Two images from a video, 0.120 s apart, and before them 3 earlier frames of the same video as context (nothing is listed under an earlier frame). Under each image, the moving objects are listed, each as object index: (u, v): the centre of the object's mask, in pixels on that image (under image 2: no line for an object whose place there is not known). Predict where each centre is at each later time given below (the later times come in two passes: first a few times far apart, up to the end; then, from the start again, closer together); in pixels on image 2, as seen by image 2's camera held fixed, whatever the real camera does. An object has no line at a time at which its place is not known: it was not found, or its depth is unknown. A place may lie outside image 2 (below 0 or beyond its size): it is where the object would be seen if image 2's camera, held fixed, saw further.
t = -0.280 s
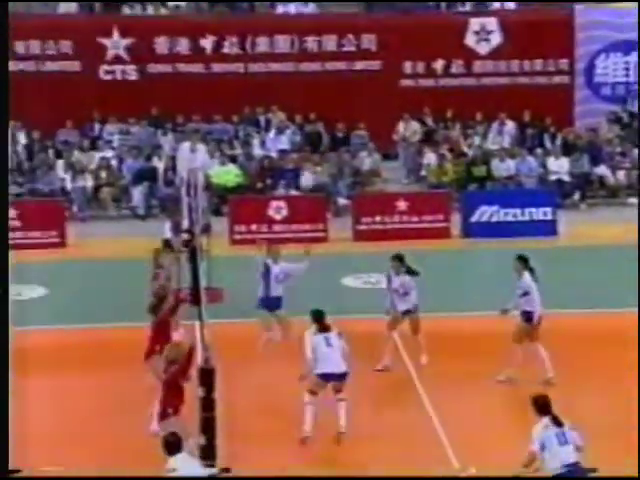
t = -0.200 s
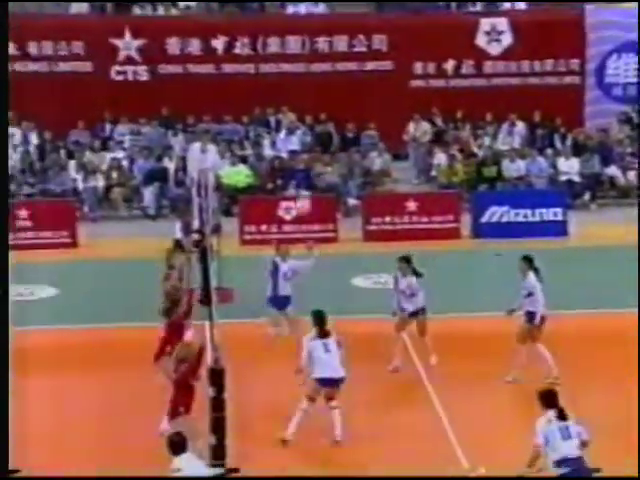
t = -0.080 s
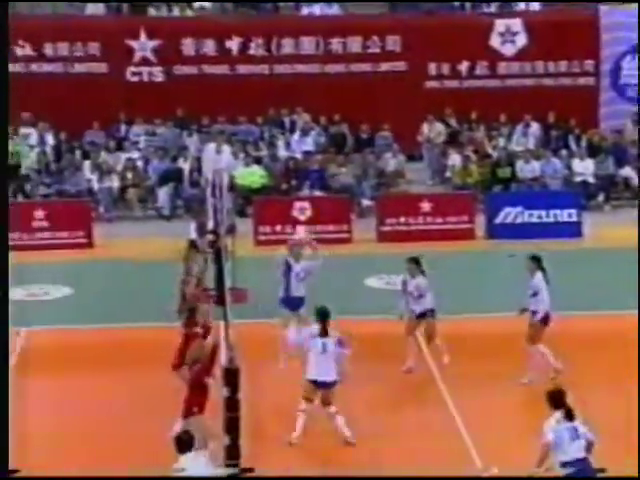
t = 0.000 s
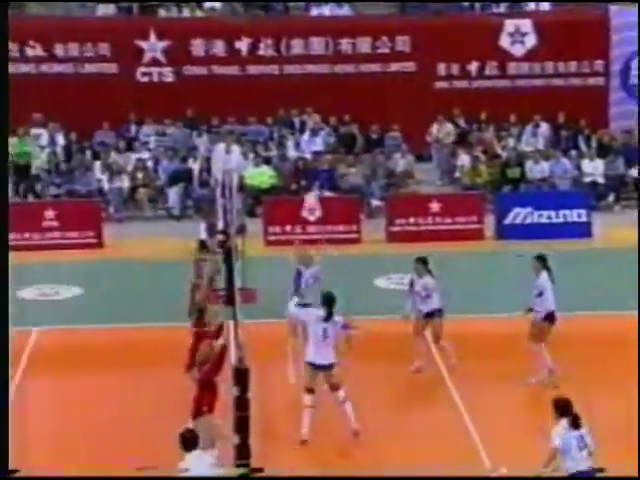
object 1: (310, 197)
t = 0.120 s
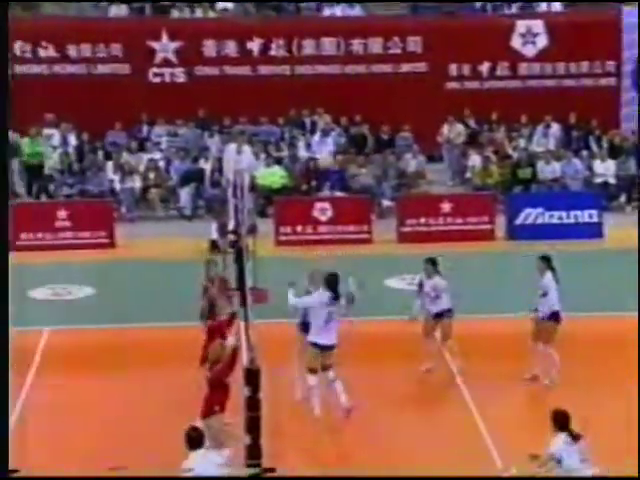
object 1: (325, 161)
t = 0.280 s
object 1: (329, 115)
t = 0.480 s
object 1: (337, 88)
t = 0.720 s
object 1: (348, 102)
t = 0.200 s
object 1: (326, 135)
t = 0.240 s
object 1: (327, 124)
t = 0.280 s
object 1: (329, 115)
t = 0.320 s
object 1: (330, 106)
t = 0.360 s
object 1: (332, 100)
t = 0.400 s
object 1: (334, 95)
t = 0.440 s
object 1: (336, 90)
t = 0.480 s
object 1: (337, 88)
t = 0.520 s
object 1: (338, 86)
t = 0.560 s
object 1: (342, 86)
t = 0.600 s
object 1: (344, 88)
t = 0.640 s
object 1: (345, 91)
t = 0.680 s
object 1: (347, 95)
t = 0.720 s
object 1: (348, 102)
